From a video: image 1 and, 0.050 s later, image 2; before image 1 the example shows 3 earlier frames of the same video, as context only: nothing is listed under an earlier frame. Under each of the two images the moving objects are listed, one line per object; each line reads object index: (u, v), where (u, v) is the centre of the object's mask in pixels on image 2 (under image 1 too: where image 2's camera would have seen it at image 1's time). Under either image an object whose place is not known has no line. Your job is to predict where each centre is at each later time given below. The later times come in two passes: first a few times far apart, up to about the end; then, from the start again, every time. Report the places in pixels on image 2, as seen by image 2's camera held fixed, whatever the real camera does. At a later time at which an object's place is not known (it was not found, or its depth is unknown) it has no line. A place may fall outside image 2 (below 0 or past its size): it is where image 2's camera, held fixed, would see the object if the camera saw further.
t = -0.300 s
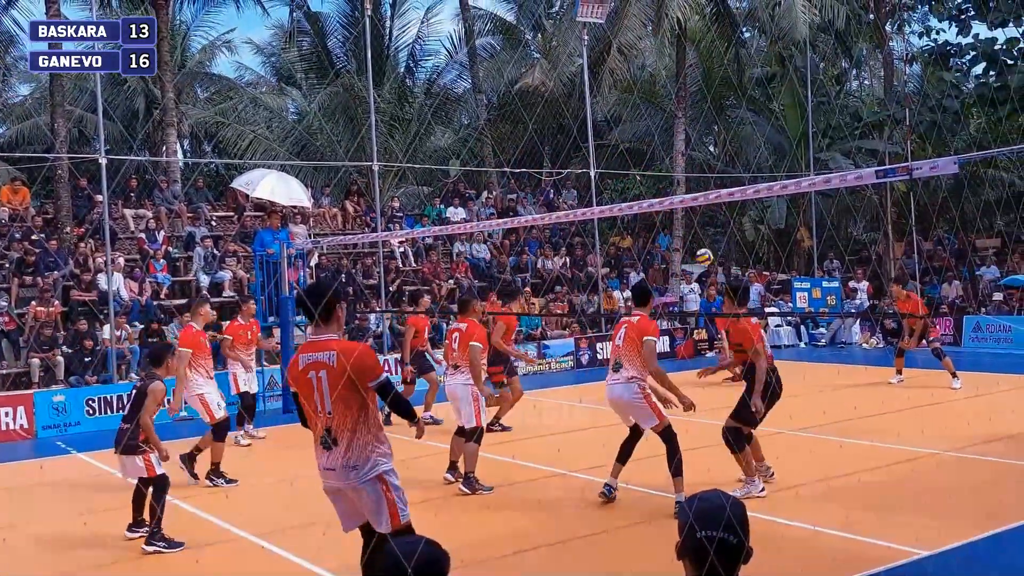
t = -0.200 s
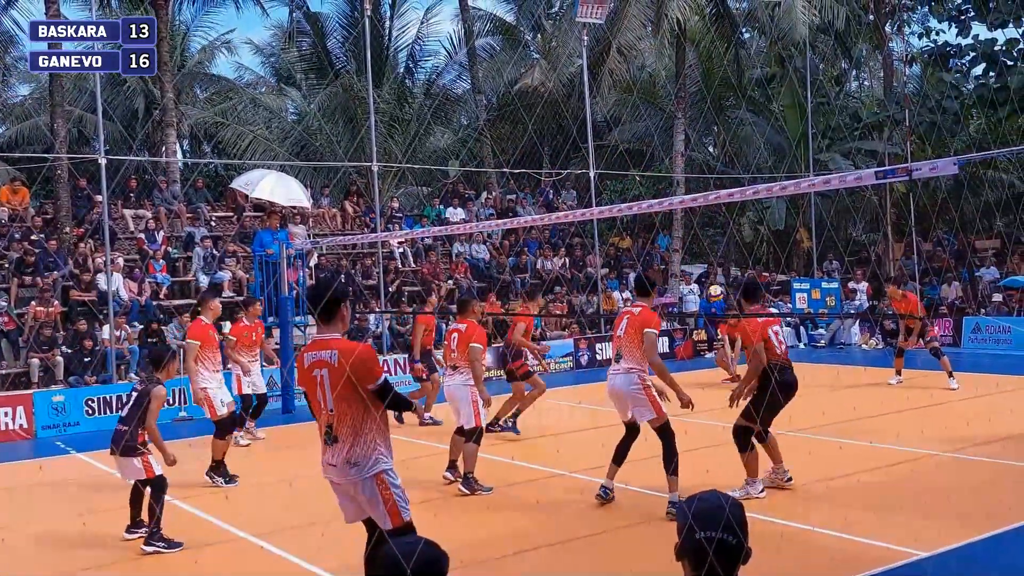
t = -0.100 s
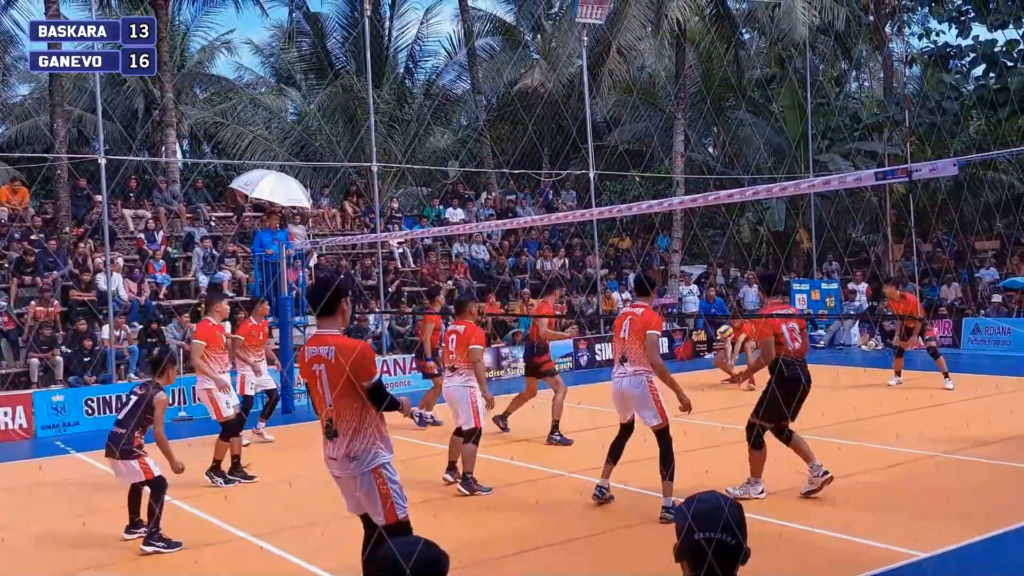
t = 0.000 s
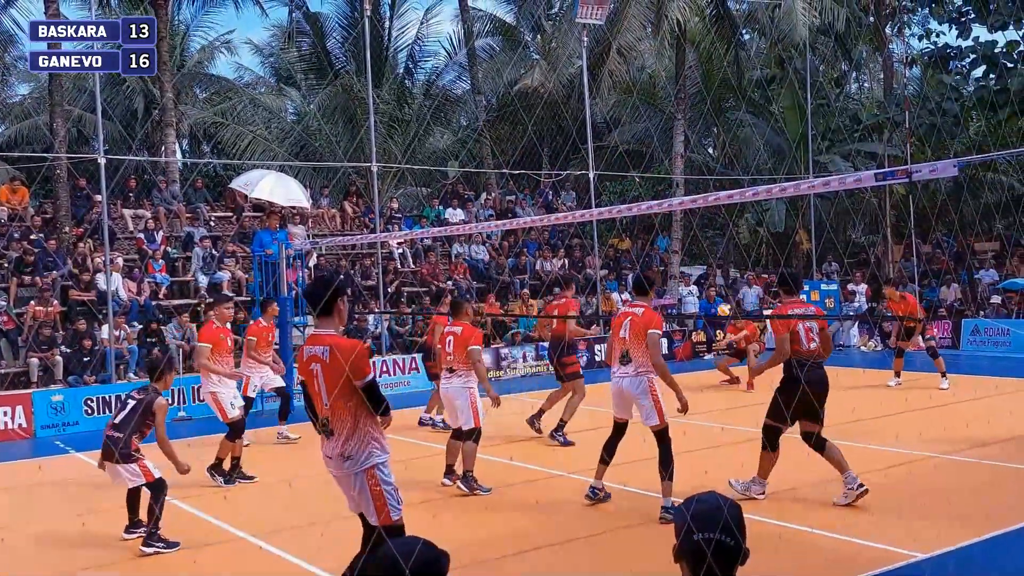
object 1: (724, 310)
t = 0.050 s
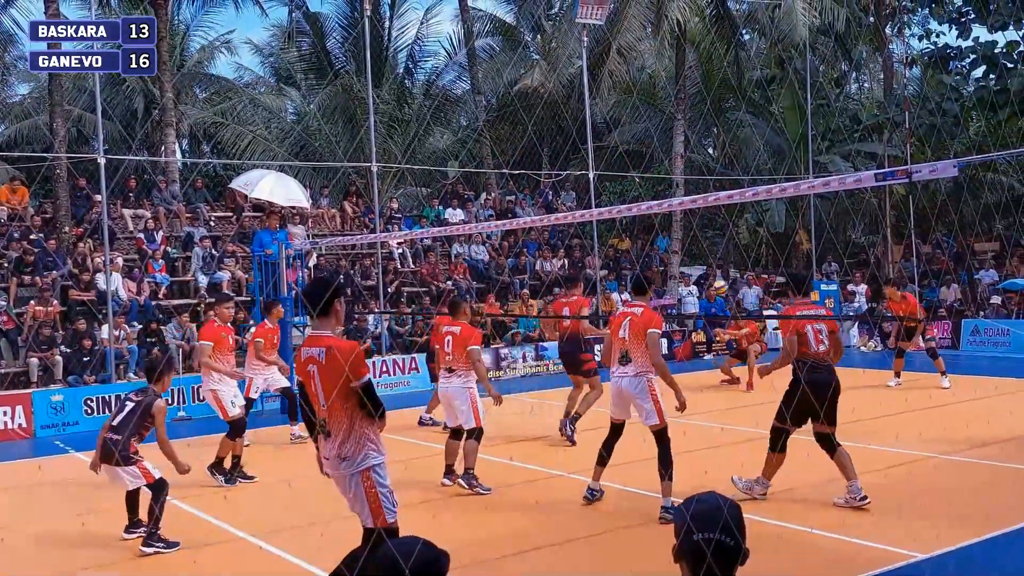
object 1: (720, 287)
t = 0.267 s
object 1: (708, 207)
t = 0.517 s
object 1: (691, 136)
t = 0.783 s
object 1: (675, 111)
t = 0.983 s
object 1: (662, 131)
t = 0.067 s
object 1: (720, 280)
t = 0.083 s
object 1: (719, 274)
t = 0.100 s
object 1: (718, 266)
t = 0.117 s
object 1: (716, 259)
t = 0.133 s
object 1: (715, 252)
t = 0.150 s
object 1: (714, 246)
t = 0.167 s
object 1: (713, 239)
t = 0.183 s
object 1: (712, 233)
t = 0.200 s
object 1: (711, 226)
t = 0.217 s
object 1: (710, 220)
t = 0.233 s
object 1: (709, 214)
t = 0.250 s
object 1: (708, 210)
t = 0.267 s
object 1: (708, 207)
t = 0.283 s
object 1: (706, 192)
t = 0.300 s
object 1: (705, 189)
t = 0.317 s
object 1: (704, 186)
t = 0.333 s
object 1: (703, 181)
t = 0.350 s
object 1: (702, 176)
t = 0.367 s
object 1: (701, 171)
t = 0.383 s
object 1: (700, 167)
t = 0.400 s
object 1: (699, 162)
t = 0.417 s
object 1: (699, 158)
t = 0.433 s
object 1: (697, 154)
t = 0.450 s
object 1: (696, 149)
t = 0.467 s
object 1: (695, 146)
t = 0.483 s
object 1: (694, 143)
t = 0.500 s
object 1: (693, 139)
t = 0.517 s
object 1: (691, 136)
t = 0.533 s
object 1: (690, 132)
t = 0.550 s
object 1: (690, 129)
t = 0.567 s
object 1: (689, 127)
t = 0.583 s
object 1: (688, 124)
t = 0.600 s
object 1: (687, 122)
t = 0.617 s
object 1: (686, 120)
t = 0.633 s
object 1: (685, 118)
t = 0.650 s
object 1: (684, 117)
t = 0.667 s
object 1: (682, 115)
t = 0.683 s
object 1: (681, 113)
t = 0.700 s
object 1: (681, 113)
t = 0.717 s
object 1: (679, 112)
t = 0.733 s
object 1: (678, 111)
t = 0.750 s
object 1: (677, 111)
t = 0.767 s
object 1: (676, 111)
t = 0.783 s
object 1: (675, 111)
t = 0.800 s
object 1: (673, 111)
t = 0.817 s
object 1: (672, 111)
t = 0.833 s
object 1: (672, 112)
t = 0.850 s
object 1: (670, 113)
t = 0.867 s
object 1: (669, 113)
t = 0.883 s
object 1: (668, 115)
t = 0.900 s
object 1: (667, 117)
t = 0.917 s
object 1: (666, 119)
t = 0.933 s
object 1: (665, 122)
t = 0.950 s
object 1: (664, 124)
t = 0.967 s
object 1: (663, 126)
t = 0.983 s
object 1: (662, 131)
